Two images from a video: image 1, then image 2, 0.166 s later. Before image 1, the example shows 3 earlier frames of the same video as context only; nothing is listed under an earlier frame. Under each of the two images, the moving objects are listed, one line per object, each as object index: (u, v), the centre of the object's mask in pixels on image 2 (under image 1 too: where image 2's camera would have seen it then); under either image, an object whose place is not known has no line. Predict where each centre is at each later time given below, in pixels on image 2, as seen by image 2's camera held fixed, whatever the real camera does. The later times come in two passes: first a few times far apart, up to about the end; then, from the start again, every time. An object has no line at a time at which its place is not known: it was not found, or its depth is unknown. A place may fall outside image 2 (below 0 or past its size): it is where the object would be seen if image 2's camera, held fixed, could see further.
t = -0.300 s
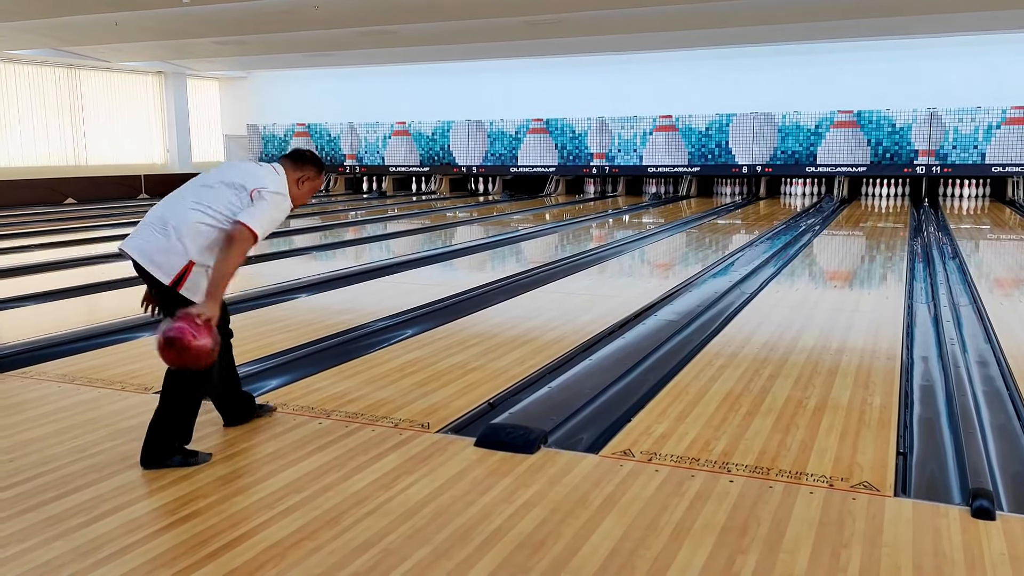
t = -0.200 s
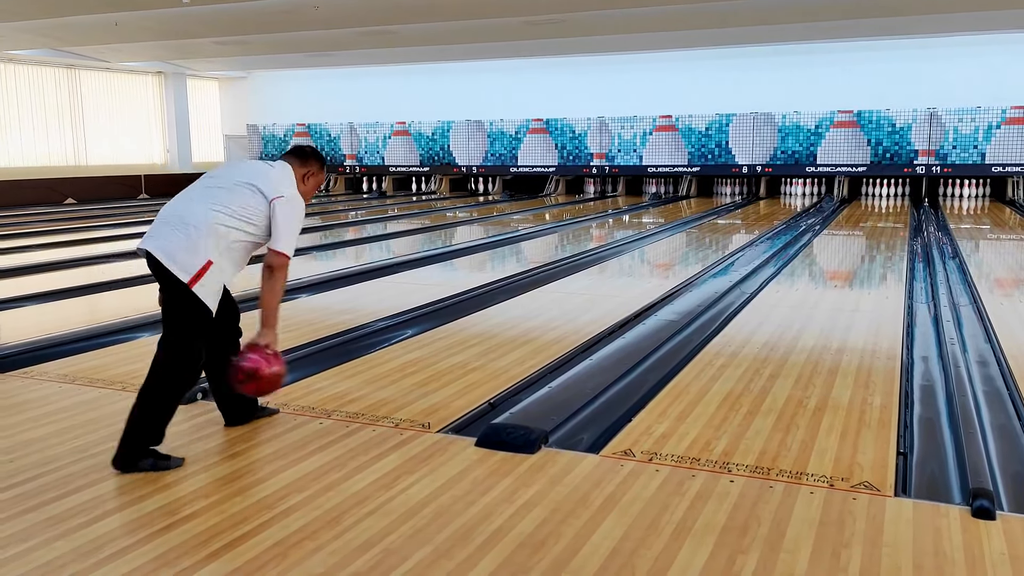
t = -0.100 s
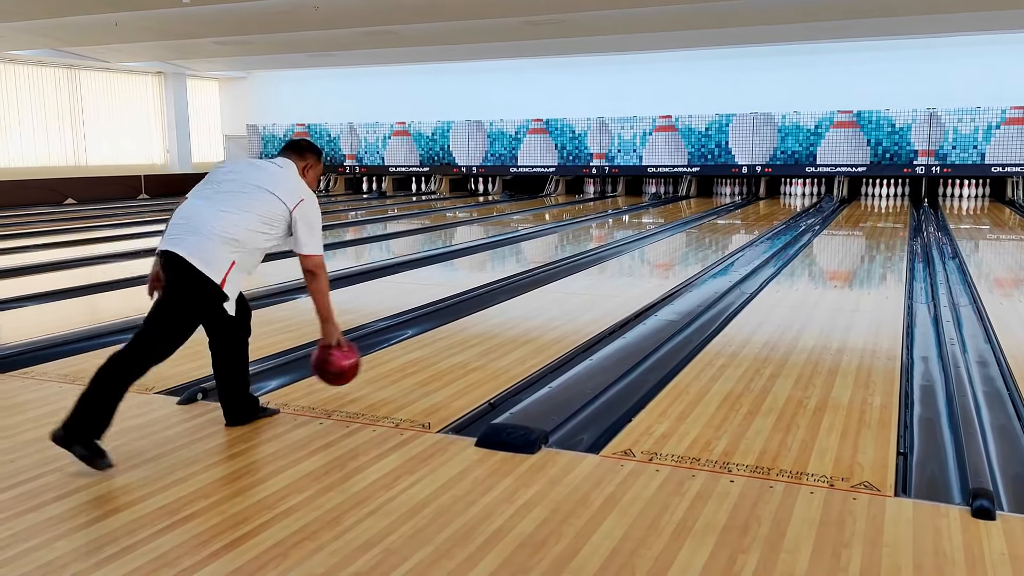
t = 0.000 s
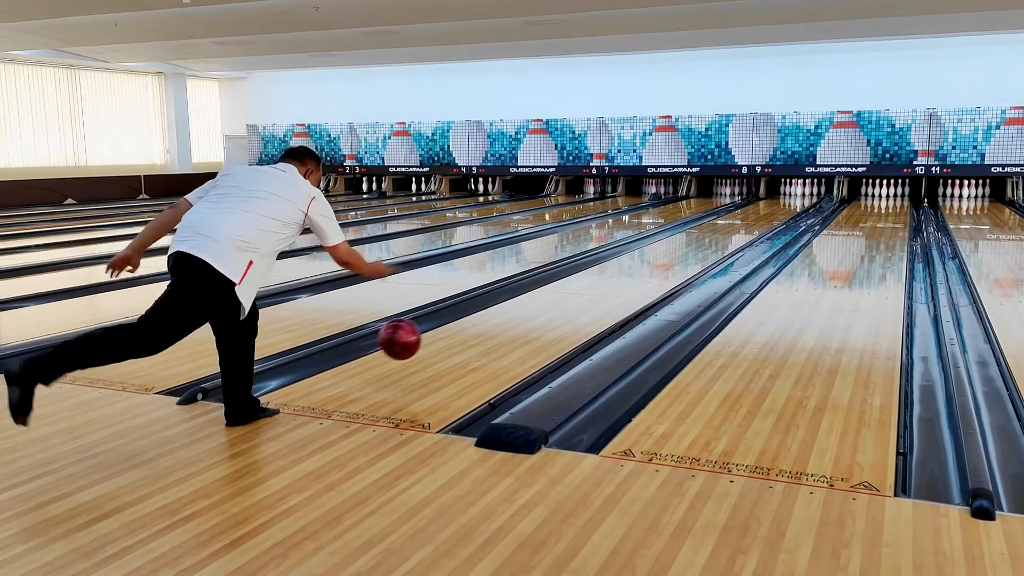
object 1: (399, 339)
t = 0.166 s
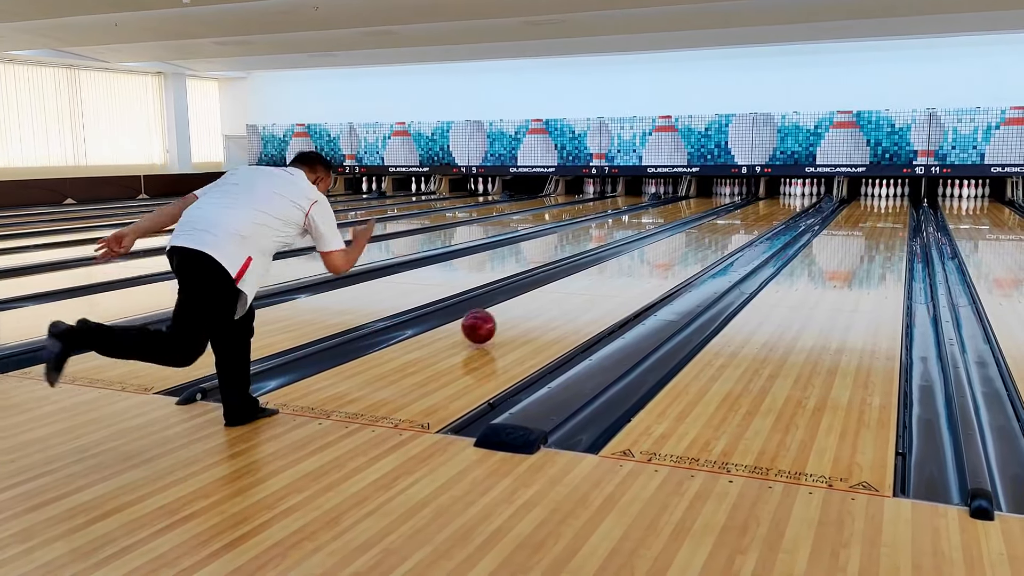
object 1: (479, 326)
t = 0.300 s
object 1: (525, 308)
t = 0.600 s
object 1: (598, 274)
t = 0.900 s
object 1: (646, 252)
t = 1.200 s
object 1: (680, 237)
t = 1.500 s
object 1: (705, 225)
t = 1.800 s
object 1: (725, 217)
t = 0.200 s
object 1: (491, 321)
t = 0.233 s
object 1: (503, 317)
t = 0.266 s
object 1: (514, 312)
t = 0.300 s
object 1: (525, 308)
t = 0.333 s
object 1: (535, 303)
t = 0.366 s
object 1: (544, 299)
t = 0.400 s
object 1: (553, 295)
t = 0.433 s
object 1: (562, 291)
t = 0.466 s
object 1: (570, 287)
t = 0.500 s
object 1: (577, 284)
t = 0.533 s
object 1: (584, 281)
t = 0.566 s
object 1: (591, 277)
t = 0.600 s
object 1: (598, 274)
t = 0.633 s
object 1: (604, 272)
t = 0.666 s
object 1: (610, 269)
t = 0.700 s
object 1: (616, 266)
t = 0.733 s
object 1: (621, 264)
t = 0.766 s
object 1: (627, 261)
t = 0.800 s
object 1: (632, 259)
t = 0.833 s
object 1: (637, 257)
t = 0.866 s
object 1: (641, 254)
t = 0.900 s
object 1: (646, 252)
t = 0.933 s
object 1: (650, 251)
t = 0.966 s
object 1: (654, 249)
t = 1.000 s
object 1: (658, 247)
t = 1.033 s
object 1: (662, 245)
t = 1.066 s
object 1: (666, 243)
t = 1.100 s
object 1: (670, 241)
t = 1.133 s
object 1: (673, 240)
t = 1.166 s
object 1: (677, 238)
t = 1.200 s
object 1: (680, 237)
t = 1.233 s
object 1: (683, 236)
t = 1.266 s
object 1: (686, 234)
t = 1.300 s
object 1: (689, 233)
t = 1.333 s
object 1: (692, 232)
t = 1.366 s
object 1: (695, 230)
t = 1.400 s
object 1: (698, 229)
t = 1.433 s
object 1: (700, 228)
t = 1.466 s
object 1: (703, 226)
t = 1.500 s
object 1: (705, 225)
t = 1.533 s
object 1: (708, 224)
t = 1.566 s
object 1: (710, 223)
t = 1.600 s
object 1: (712, 222)
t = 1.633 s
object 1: (714, 221)
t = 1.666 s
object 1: (717, 220)
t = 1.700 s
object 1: (719, 219)
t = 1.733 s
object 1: (721, 219)
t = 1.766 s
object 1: (723, 218)
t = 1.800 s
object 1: (725, 217)
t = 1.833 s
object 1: (727, 216)
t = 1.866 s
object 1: (728, 215)
